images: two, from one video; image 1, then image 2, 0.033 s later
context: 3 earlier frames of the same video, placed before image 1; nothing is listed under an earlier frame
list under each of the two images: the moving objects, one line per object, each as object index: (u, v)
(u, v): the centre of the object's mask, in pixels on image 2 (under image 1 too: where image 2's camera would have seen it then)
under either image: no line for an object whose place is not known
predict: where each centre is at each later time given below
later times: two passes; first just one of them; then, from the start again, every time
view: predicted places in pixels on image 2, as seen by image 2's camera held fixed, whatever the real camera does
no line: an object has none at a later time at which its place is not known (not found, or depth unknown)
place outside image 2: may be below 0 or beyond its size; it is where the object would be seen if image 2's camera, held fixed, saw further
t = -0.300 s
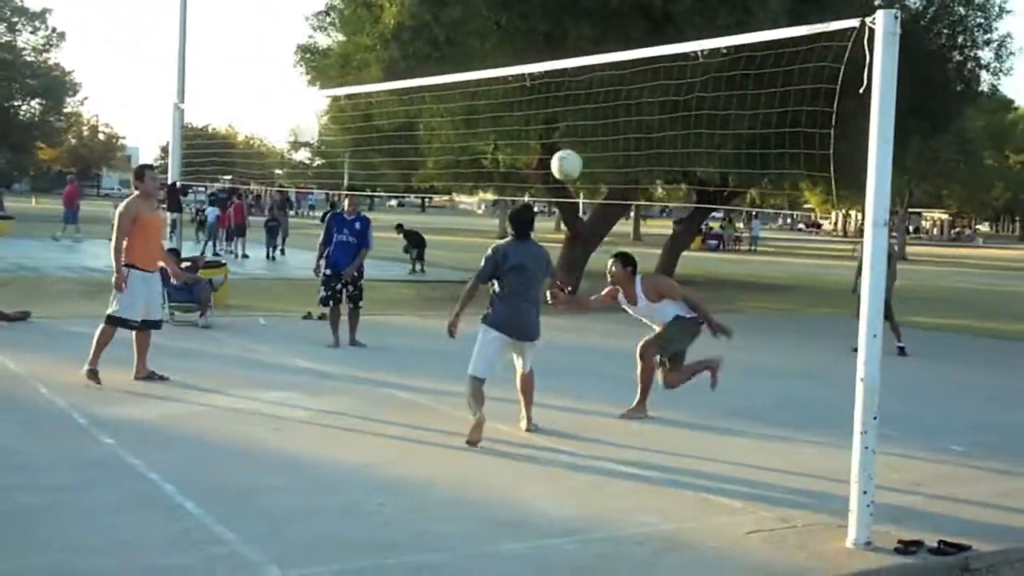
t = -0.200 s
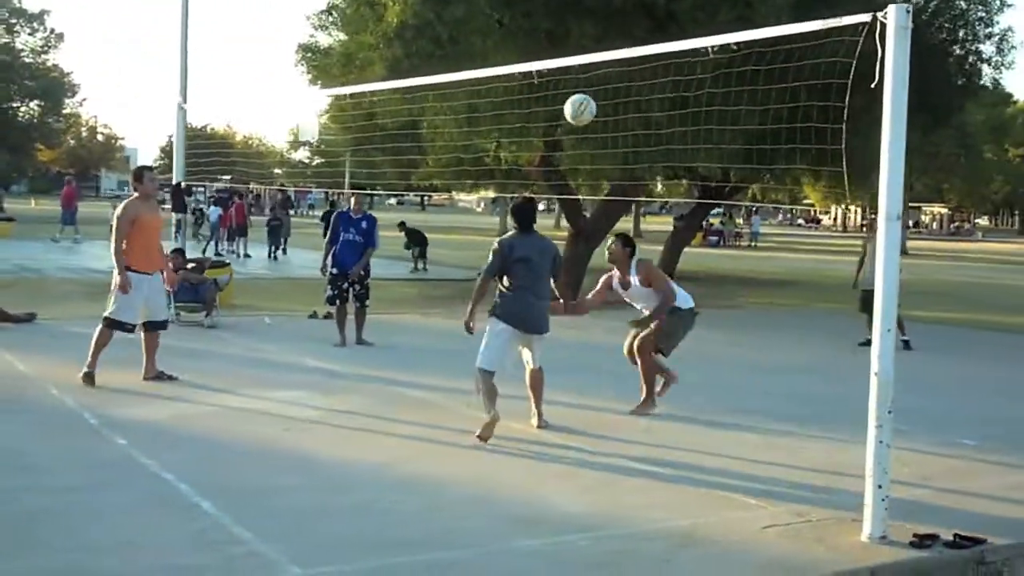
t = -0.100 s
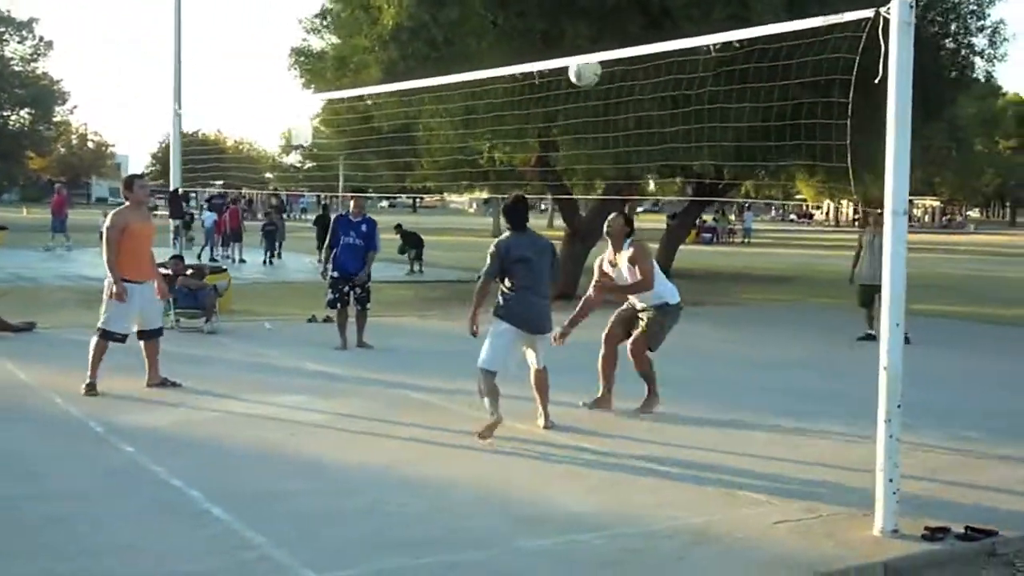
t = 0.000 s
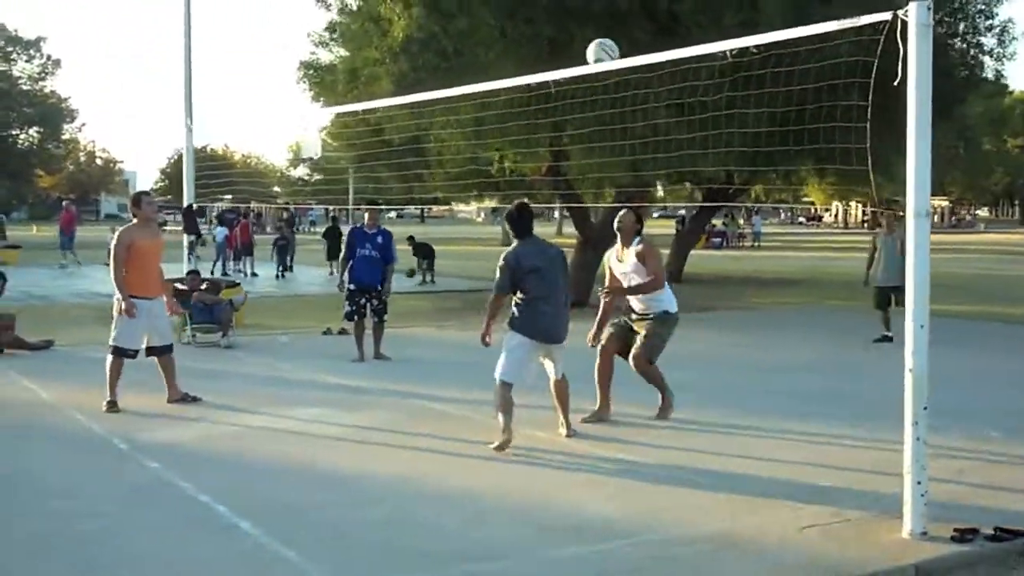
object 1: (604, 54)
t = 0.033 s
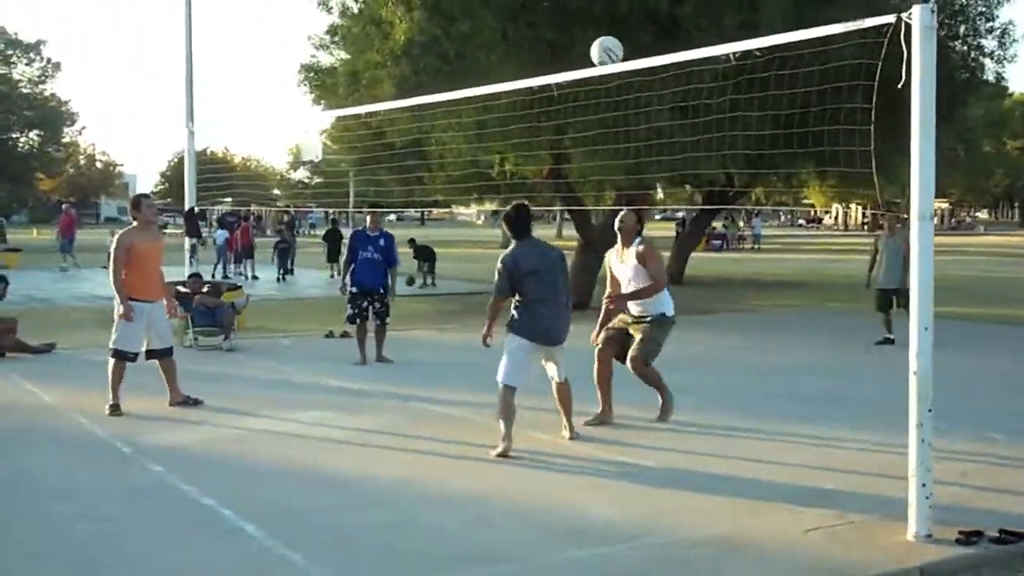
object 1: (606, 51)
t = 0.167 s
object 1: (615, 47)
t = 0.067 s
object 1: (608, 48)
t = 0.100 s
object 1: (610, 47)
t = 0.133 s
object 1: (612, 46)
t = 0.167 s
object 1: (615, 47)
